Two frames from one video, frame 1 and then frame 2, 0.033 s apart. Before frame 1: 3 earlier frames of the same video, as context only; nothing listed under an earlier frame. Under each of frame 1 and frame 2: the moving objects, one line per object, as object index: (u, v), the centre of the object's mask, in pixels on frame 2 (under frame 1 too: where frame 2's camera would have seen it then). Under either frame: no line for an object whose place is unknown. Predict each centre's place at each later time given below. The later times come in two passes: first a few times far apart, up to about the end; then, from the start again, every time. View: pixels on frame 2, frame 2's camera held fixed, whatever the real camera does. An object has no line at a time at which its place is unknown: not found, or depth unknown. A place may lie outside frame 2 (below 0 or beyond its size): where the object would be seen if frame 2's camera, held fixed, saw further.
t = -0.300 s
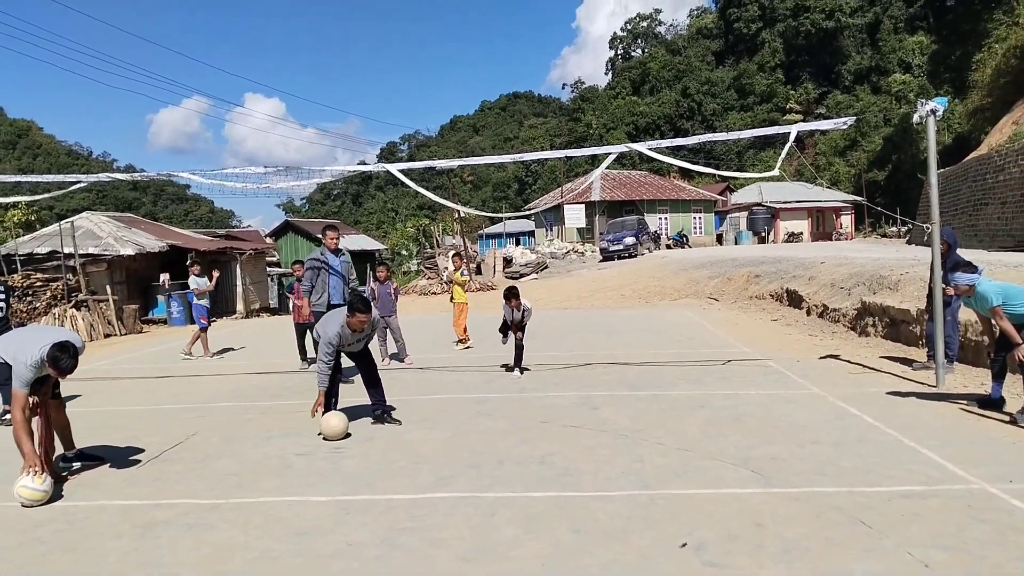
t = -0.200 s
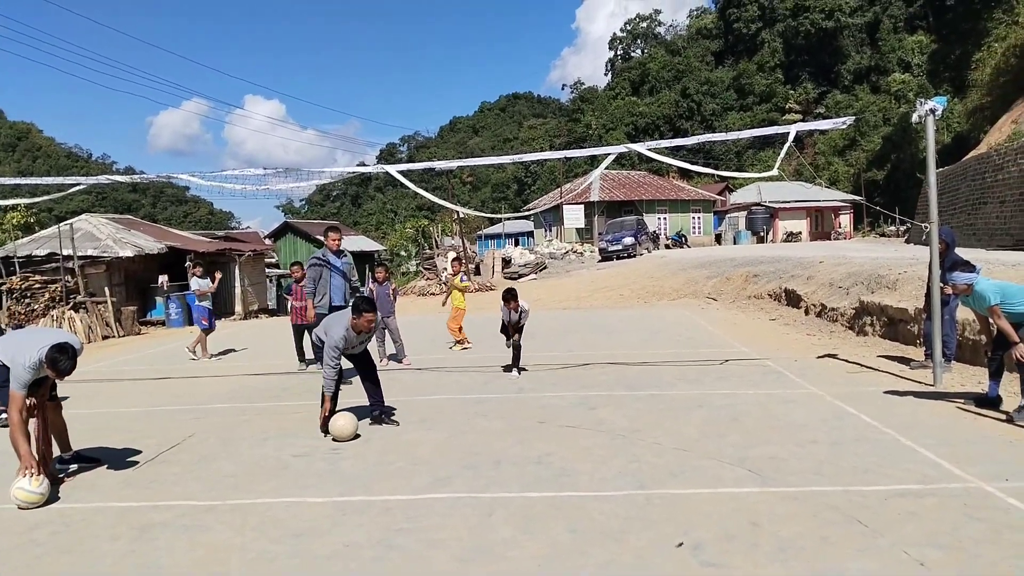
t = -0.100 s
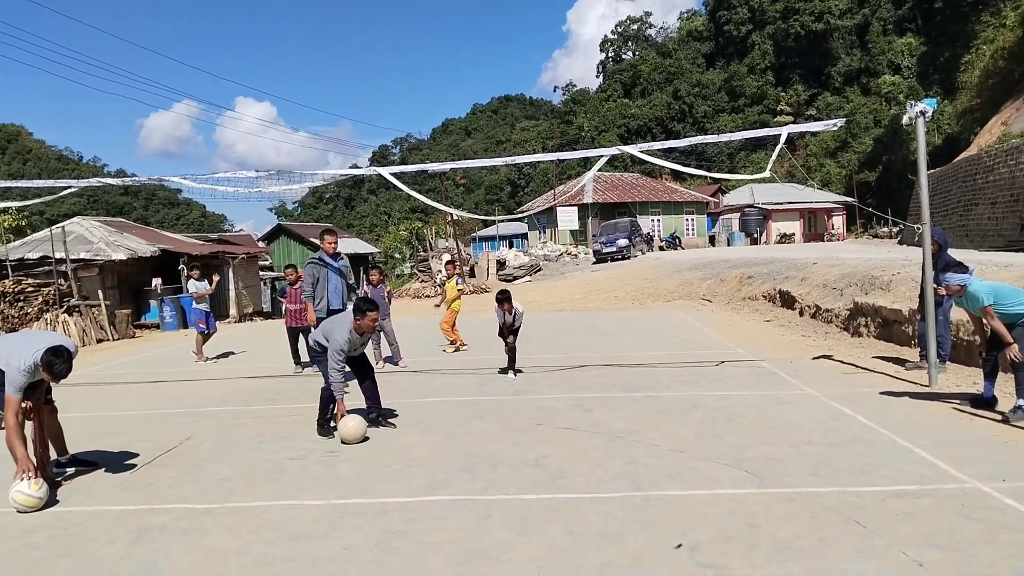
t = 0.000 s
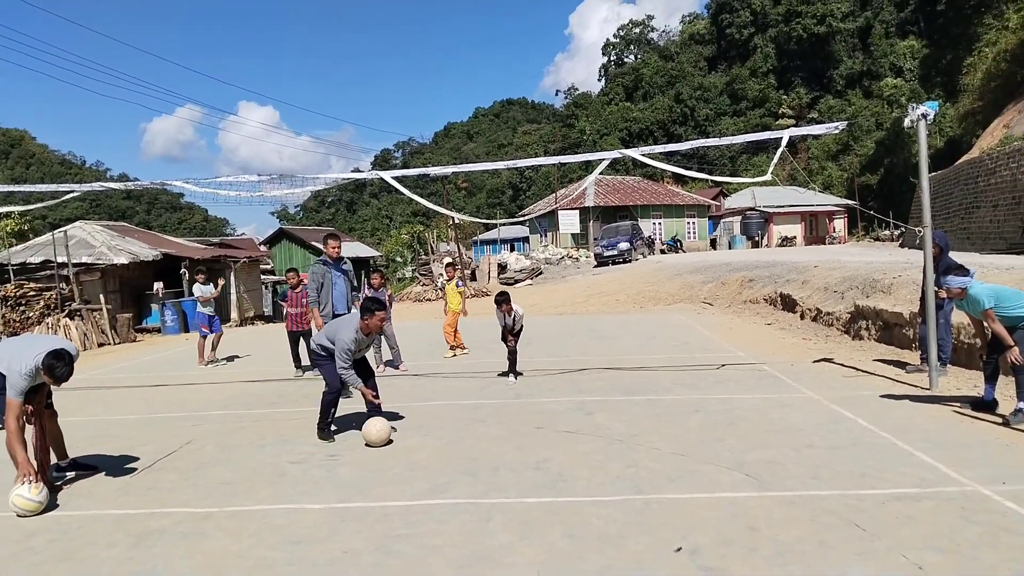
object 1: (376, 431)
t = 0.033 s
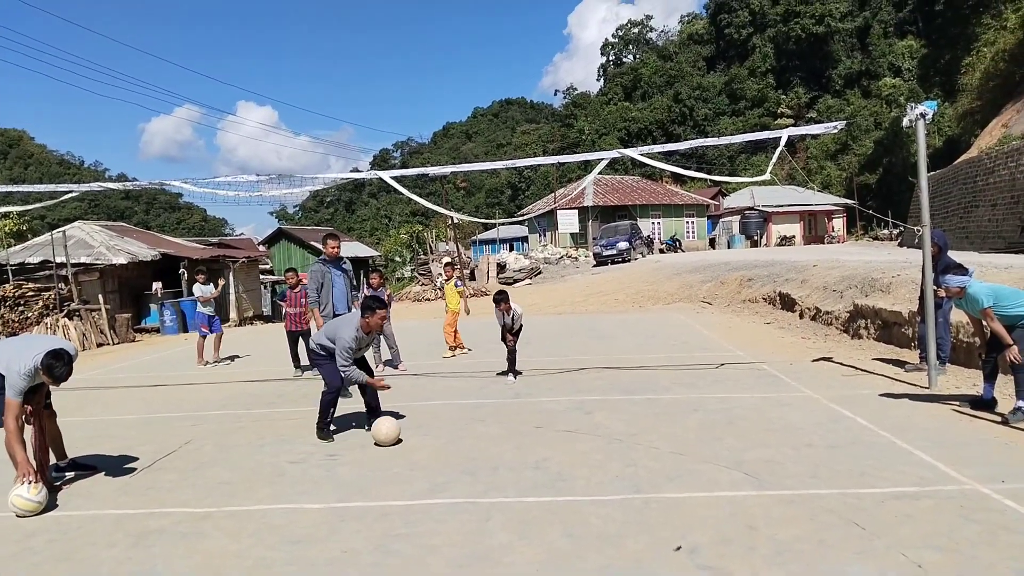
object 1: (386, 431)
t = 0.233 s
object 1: (444, 428)
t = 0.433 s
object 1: (503, 426)
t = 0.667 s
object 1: (572, 425)
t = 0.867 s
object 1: (630, 422)
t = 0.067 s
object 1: (396, 431)
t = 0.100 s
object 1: (405, 430)
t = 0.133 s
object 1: (415, 429)
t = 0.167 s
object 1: (425, 429)
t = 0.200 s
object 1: (435, 429)
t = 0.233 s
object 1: (444, 428)
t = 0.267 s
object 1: (454, 428)
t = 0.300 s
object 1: (464, 427)
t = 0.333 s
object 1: (474, 427)
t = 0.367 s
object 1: (483, 427)
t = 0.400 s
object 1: (493, 427)
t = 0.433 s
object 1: (503, 426)
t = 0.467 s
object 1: (513, 426)
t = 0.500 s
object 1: (522, 426)
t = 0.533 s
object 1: (532, 426)
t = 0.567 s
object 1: (542, 426)
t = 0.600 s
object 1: (552, 425)
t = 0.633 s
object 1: (562, 426)
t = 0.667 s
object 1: (572, 425)
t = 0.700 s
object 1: (581, 425)
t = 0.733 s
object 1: (591, 424)
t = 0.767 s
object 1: (601, 423)
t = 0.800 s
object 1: (610, 423)
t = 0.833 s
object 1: (620, 422)
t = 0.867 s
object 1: (630, 422)
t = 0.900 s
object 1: (639, 422)
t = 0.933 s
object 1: (649, 422)
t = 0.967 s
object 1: (659, 421)
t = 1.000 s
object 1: (668, 421)
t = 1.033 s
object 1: (678, 420)
